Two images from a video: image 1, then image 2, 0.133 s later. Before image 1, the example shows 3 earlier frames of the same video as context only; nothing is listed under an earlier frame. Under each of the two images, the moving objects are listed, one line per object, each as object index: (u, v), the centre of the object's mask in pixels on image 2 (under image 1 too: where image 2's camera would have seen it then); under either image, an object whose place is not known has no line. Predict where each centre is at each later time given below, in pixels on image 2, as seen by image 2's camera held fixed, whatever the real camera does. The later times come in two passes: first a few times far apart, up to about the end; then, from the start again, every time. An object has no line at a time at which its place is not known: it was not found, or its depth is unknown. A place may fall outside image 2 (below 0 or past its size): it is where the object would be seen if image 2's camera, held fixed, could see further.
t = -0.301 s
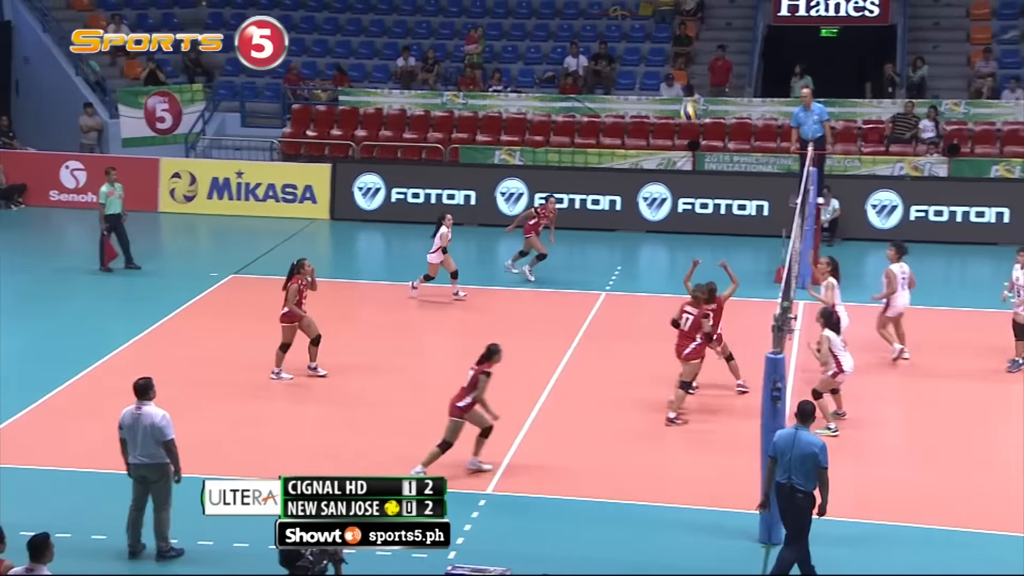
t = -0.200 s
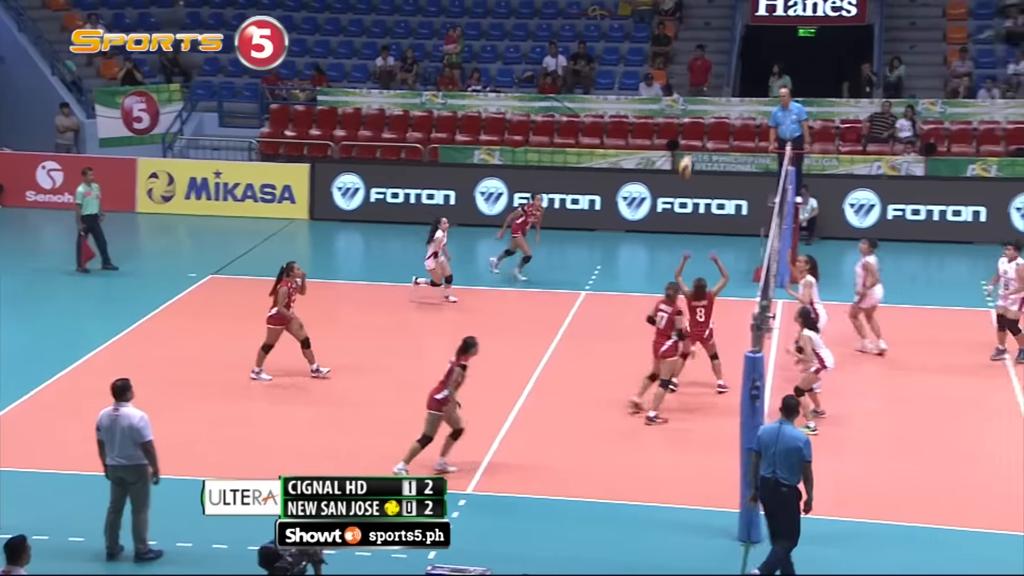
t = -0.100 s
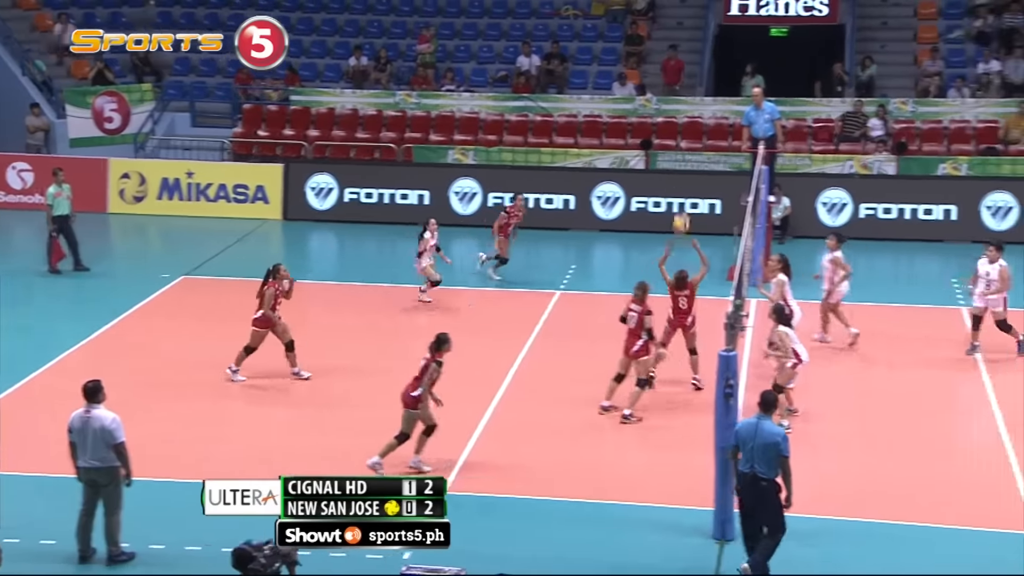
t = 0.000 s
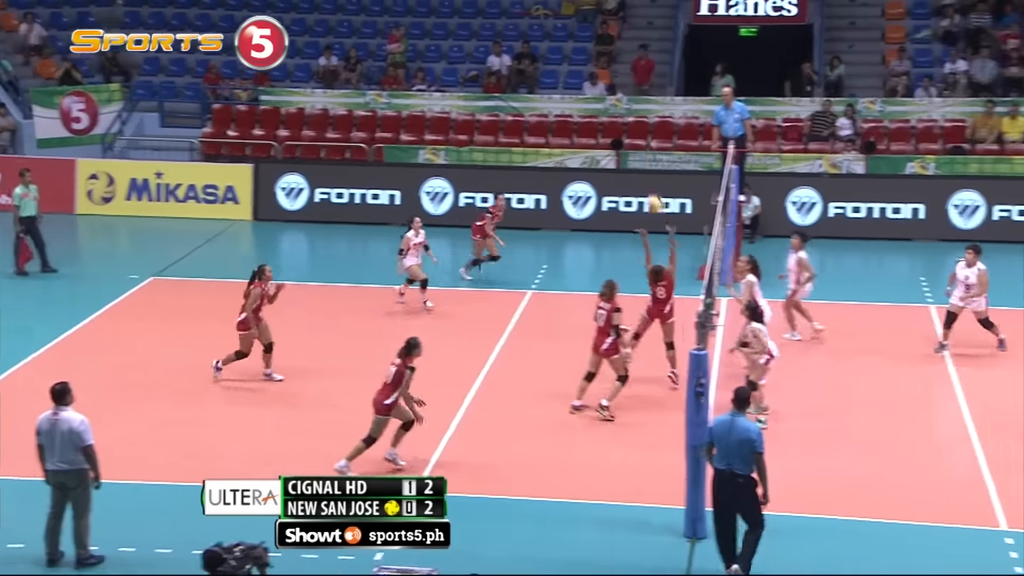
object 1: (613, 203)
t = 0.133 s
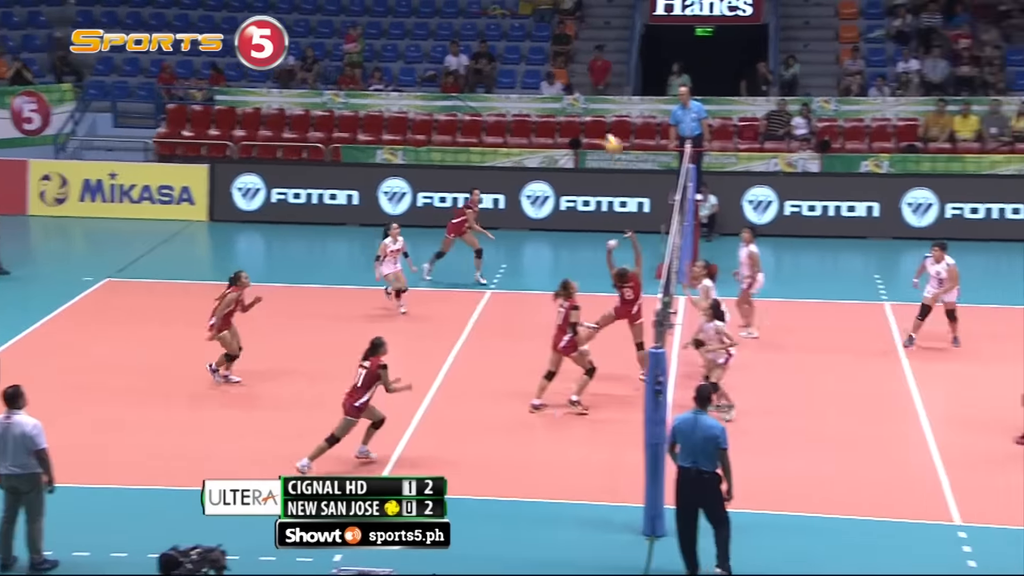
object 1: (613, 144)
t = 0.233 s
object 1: (609, 108)
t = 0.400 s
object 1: (607, 68)
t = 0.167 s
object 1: (612, 130)
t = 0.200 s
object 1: (611, 119)
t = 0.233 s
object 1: (609, 108)
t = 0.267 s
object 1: (609, 97)
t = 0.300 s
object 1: (609, 89)
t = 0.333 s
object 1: (609, 82)
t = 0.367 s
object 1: (608, 75)
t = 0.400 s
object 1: (607, 68)
